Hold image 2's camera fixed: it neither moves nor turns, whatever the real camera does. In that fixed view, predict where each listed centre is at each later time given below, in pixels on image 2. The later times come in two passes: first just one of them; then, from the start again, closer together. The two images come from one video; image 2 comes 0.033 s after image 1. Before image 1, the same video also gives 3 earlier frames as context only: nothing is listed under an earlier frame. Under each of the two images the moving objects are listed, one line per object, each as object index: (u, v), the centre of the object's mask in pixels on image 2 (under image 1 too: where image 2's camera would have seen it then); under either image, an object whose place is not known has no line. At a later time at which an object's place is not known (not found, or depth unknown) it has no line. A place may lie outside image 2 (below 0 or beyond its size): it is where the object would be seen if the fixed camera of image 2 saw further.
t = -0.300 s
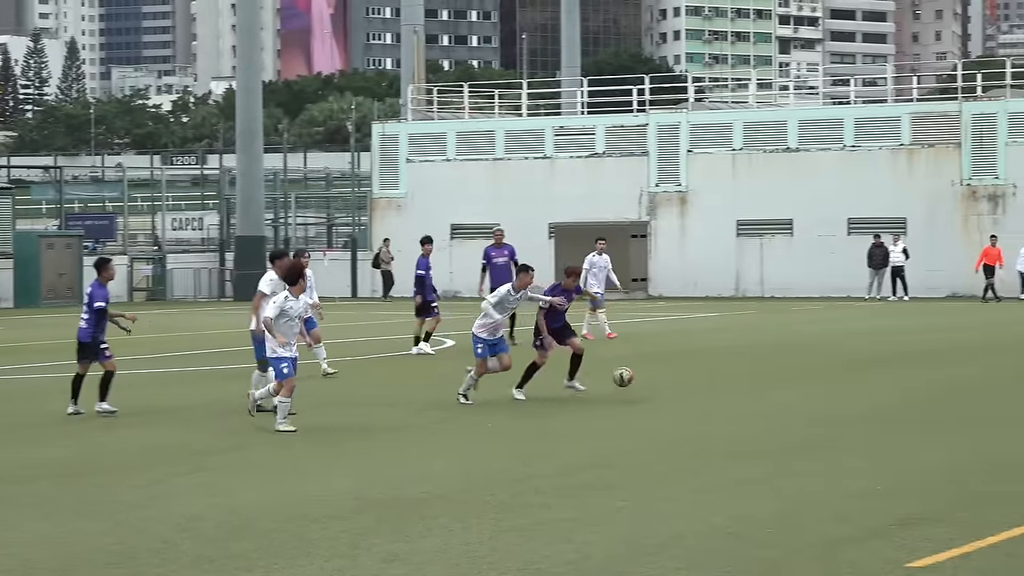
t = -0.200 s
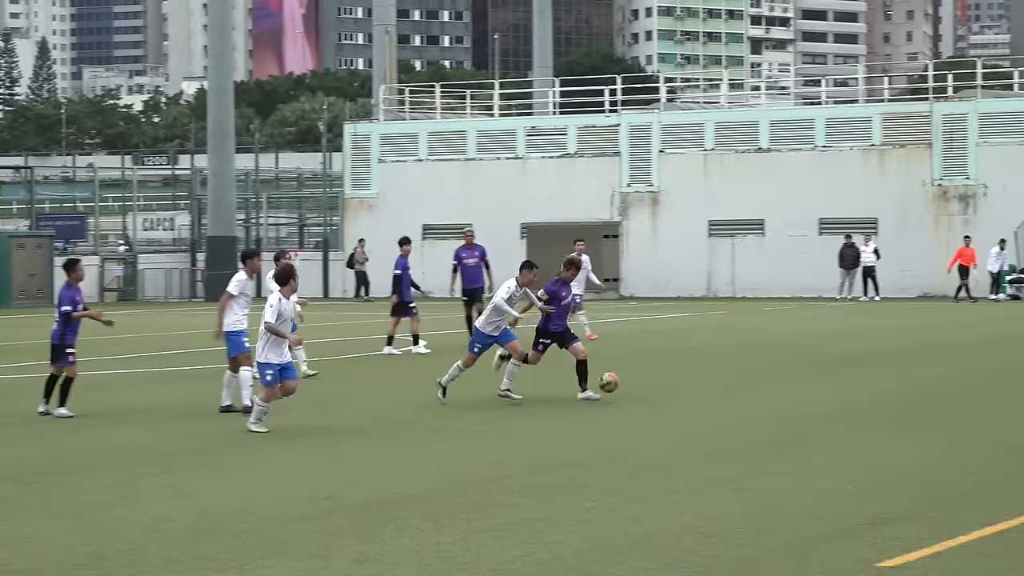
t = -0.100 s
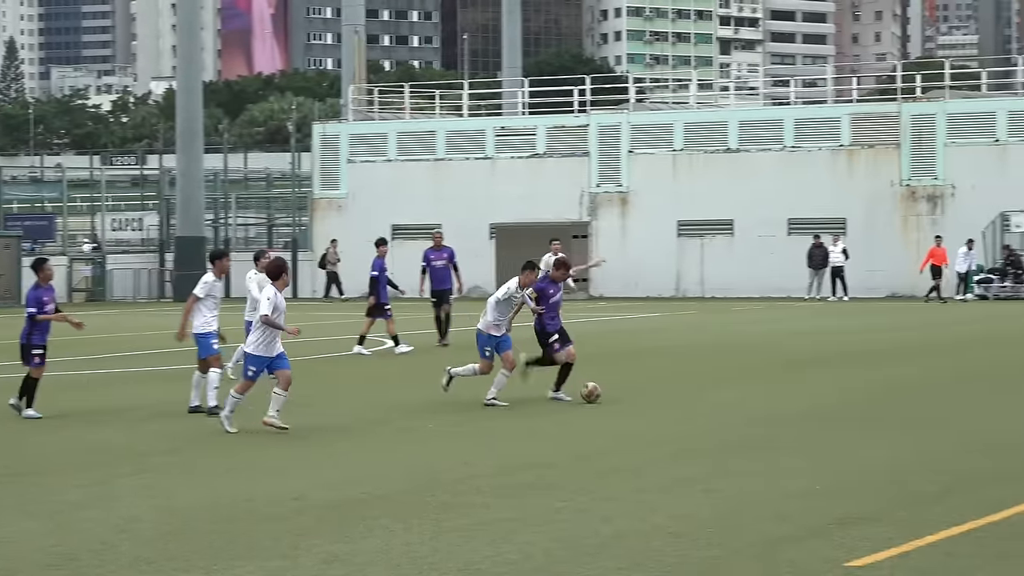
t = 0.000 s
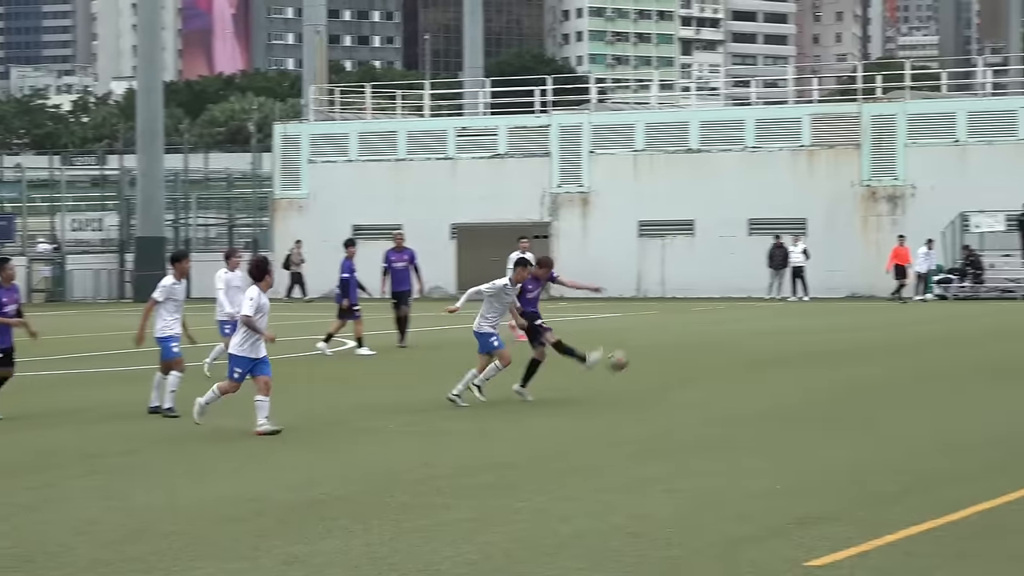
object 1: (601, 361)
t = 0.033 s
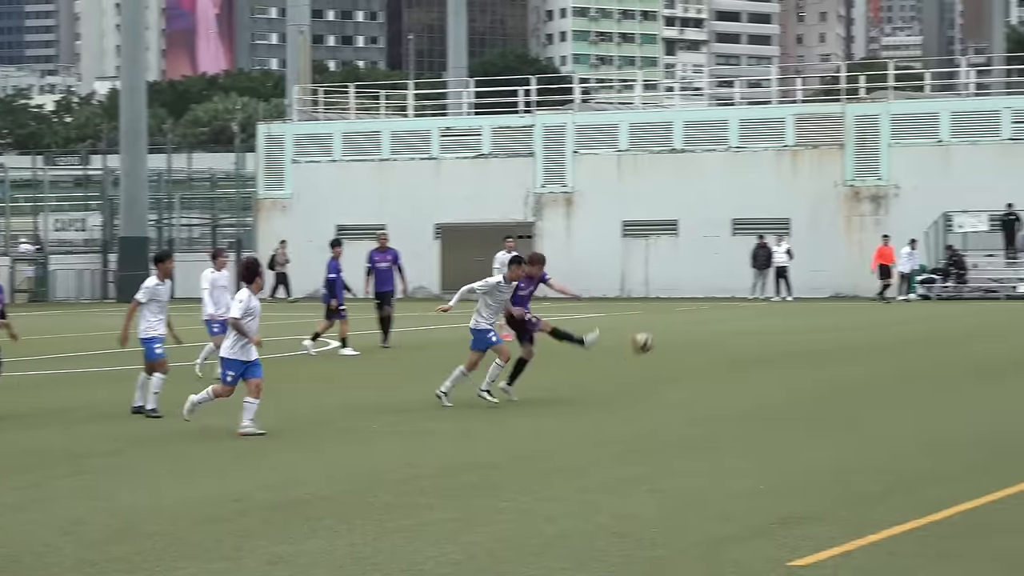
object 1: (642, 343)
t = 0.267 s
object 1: (945, 226)
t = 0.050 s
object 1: (664, 334)
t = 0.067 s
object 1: (685, 326)
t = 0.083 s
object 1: (705, 318)
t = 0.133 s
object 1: (768, 291)
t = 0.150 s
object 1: (792, 283)
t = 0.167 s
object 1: (813, 275)
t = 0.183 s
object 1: (834, 267)
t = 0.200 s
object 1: (856, 258)
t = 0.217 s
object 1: (877, 252)
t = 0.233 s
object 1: (900, 242)
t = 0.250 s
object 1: (923, 235)
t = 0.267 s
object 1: (945, 226)
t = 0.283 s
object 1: (968, 219)
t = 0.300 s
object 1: (990, 213)
